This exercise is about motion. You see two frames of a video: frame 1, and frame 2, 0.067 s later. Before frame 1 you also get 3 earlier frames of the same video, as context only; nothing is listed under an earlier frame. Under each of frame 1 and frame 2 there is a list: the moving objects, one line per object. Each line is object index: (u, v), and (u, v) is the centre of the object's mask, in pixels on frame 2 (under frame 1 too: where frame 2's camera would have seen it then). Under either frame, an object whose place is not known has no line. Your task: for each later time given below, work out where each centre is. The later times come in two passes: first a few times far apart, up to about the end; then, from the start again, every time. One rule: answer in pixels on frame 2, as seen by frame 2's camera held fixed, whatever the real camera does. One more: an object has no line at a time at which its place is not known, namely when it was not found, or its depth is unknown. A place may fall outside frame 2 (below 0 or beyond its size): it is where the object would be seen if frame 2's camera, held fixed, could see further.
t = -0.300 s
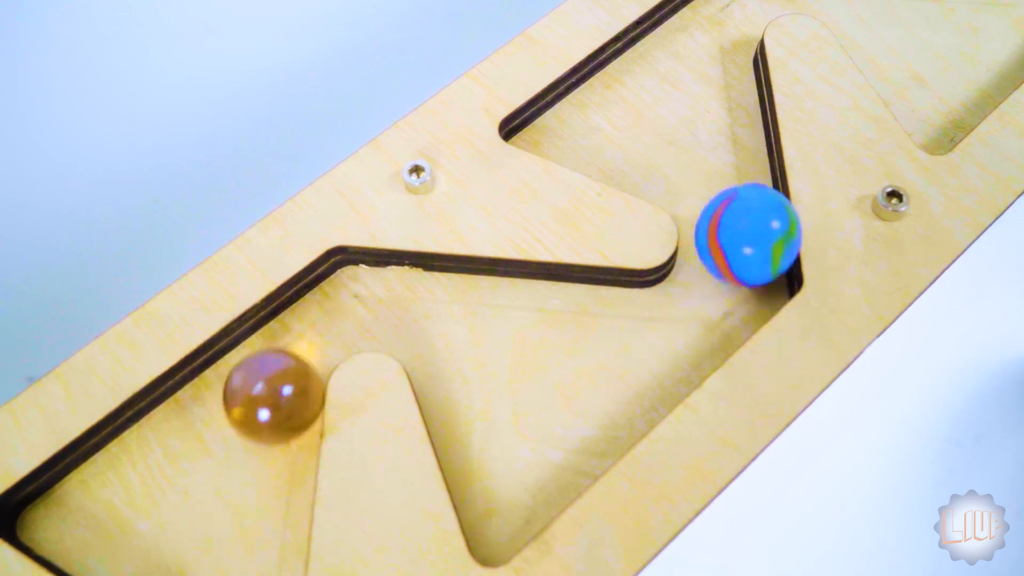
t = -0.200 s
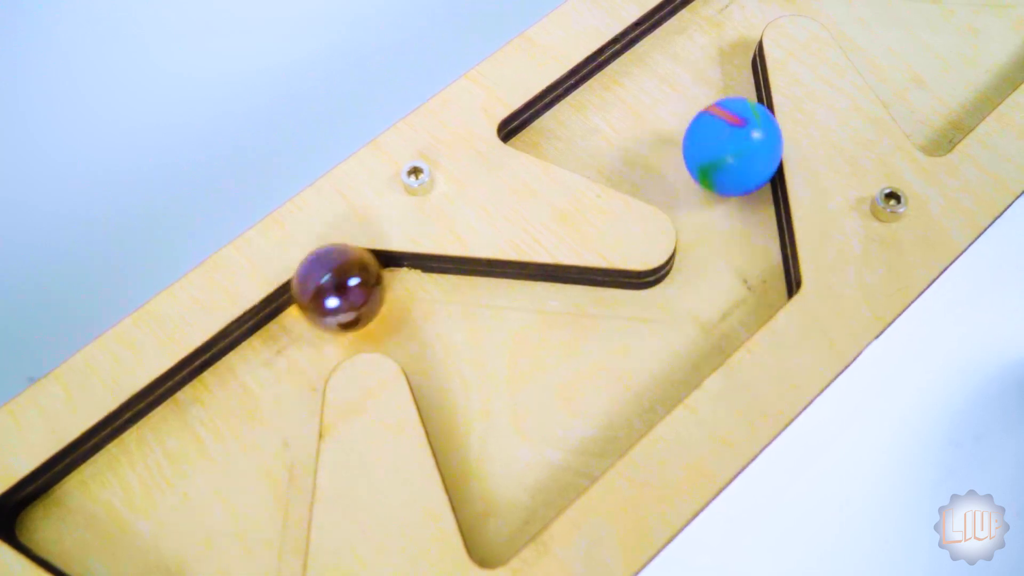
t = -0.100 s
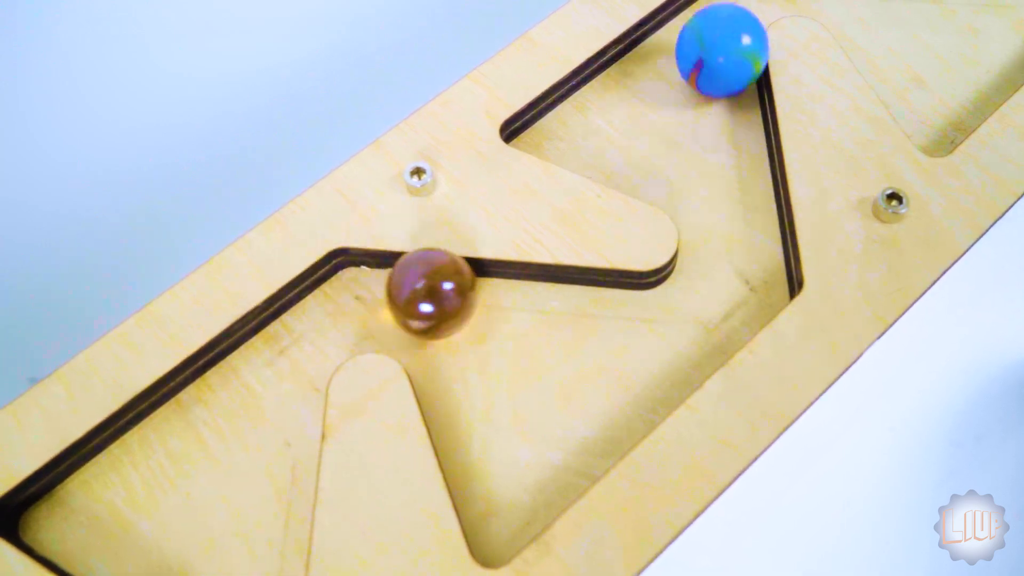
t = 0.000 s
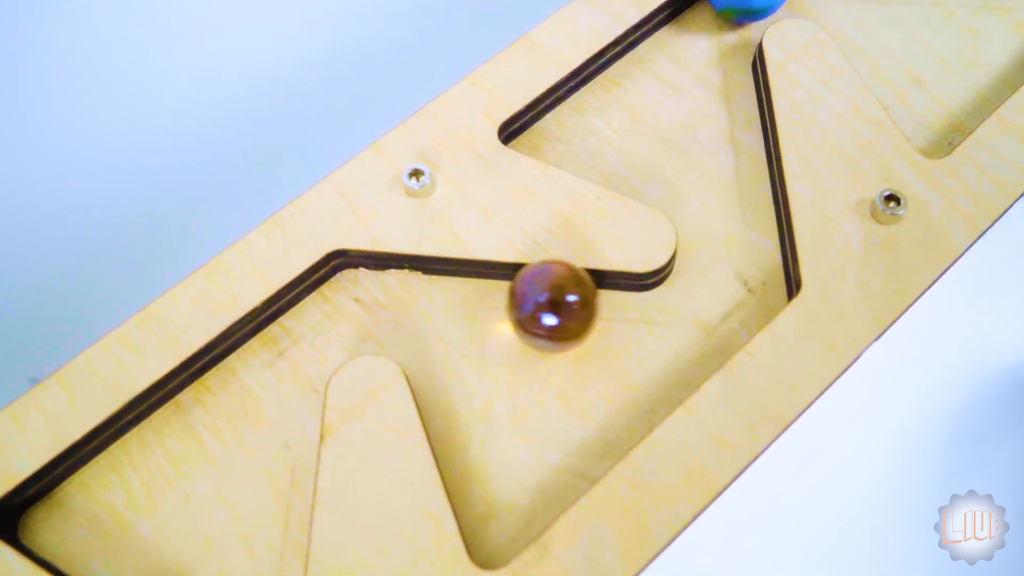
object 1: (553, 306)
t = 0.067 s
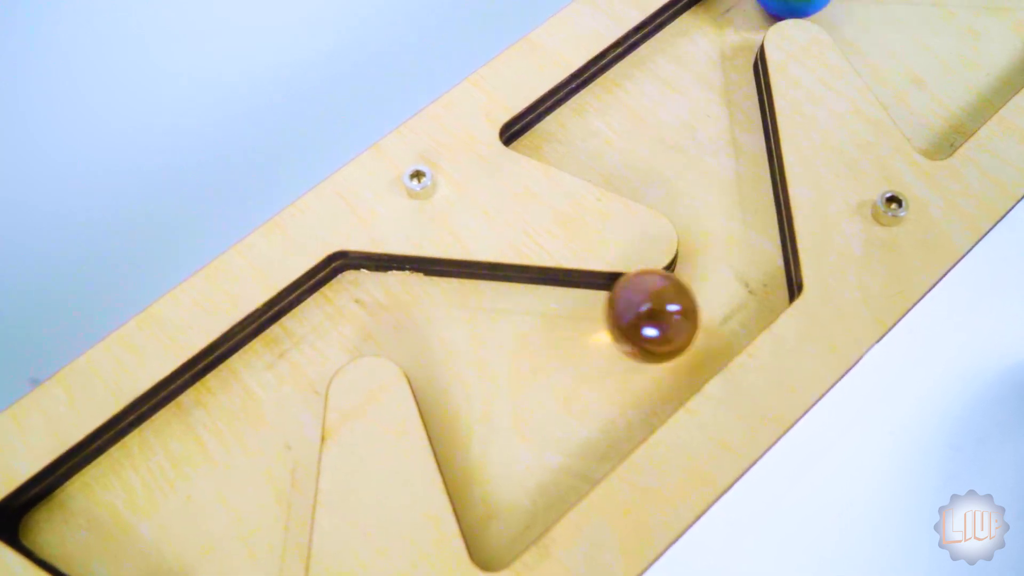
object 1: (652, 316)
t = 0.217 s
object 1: (748, 228)
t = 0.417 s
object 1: (723, 50)
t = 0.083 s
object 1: (680, 317)
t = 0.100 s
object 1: (707, 315)
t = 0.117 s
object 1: (718, 304)
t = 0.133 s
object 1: (733, 293)
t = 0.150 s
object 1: (747, 279)
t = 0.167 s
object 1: (752, 267)
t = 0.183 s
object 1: (749, 254)
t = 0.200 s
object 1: (749, 242)
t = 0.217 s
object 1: (748, 228)
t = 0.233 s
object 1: (747, 215)
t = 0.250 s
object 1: (745, 201)
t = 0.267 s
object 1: (743, 187)
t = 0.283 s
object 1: (741, 172)
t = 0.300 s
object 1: (739, 157)
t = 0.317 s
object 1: (737, 143)
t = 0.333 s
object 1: (735, 127)
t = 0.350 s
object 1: (733, 112)
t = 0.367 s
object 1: (730, 97)
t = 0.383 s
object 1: (728, 82)
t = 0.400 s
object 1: (726, 65)
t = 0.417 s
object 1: (723, 50)
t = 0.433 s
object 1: (721, 34)
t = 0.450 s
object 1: (720, 24)
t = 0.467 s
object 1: (718, 15)
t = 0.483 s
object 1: (725, 12)
